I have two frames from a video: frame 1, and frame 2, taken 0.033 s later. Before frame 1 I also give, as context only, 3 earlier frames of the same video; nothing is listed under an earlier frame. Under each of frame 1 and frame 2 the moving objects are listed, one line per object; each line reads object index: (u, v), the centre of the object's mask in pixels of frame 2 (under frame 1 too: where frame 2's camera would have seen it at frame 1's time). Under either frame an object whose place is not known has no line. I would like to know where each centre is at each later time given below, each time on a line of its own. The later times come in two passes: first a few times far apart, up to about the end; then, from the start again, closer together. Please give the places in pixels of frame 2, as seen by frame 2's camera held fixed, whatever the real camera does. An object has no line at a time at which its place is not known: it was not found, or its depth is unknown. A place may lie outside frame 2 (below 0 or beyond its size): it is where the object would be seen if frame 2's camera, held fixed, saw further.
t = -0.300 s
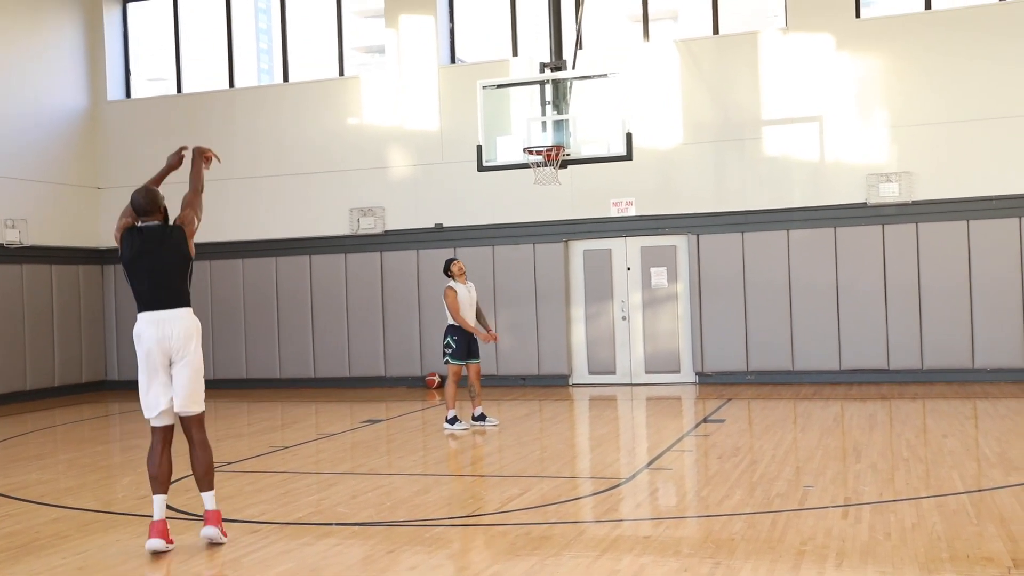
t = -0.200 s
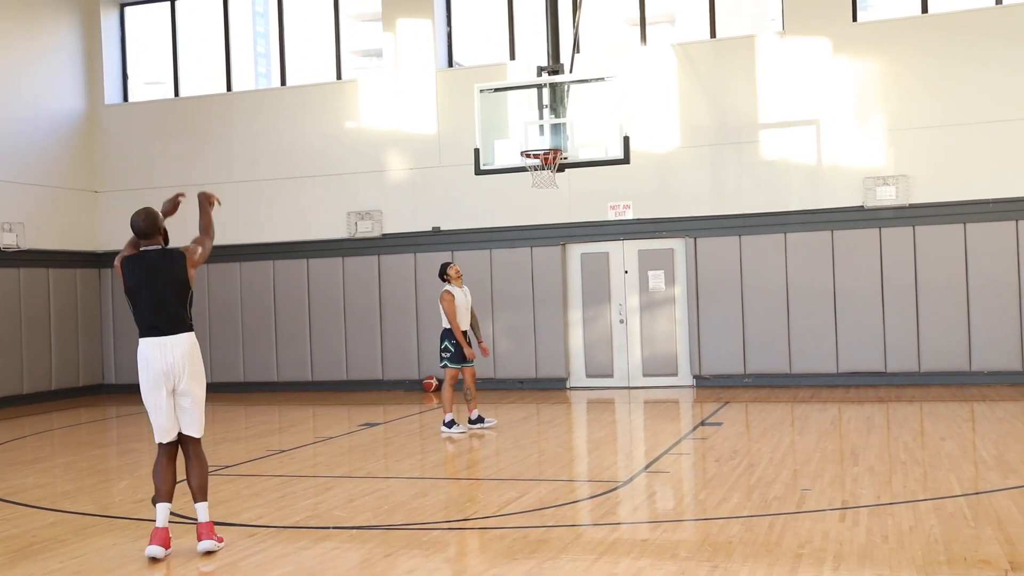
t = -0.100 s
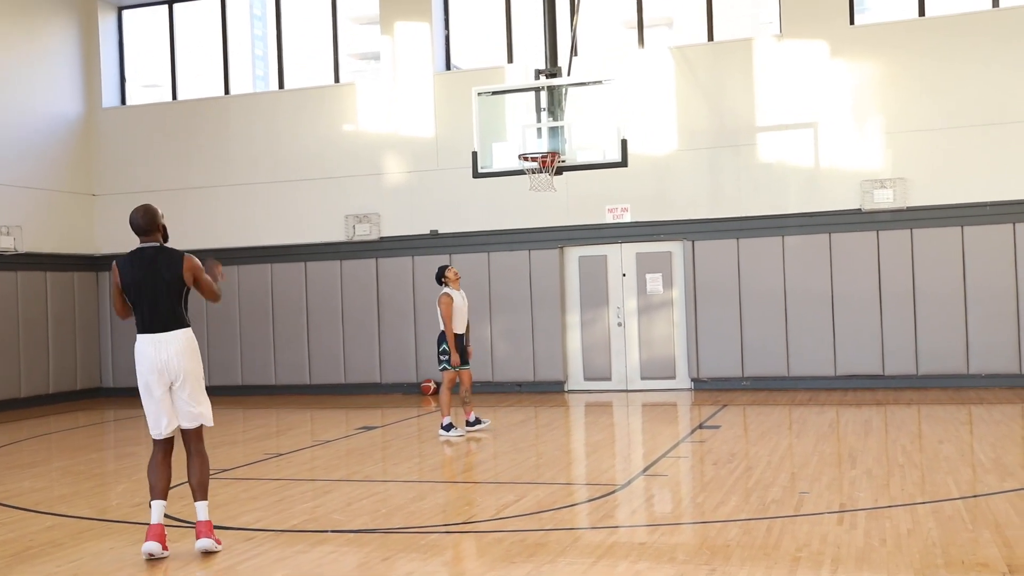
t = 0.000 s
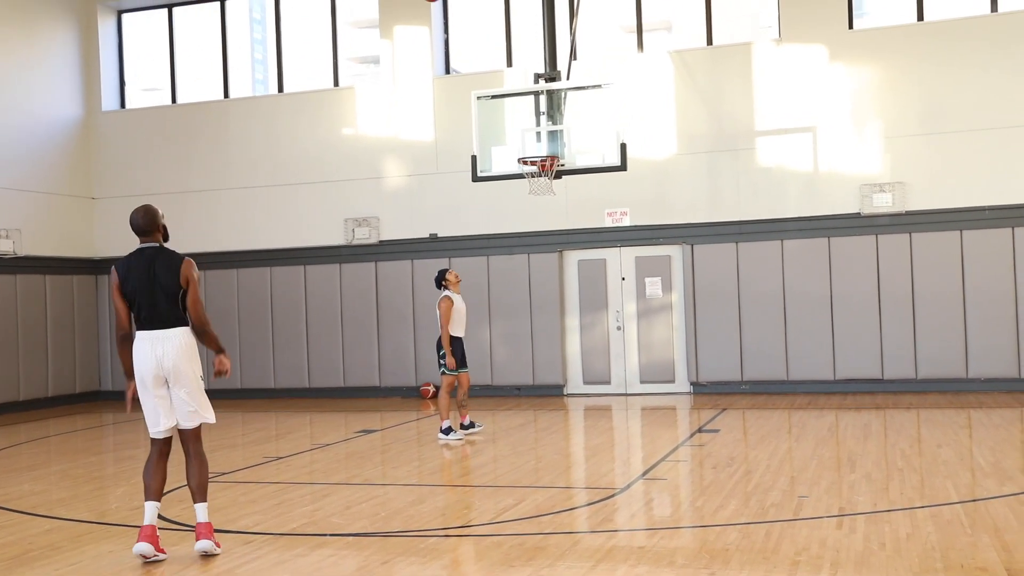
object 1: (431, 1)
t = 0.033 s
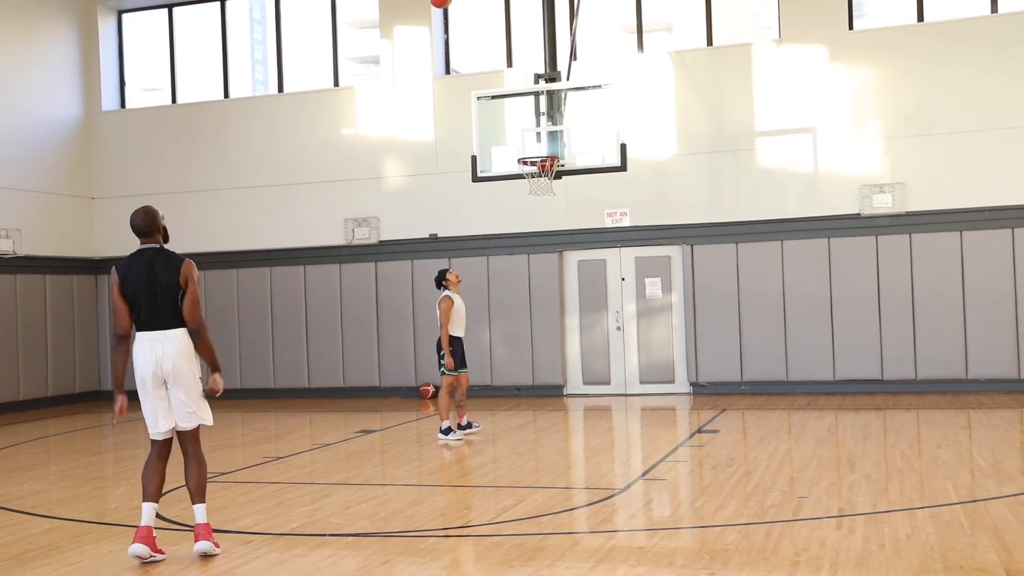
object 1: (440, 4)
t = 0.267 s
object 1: (498, 63)
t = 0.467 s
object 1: (538, 146)
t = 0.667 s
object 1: (519, 175)
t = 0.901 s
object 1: (522, 177)
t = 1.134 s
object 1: (546, 204)
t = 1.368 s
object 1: (571, 271)
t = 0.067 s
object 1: (449, 6)
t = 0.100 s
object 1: (457, 11)
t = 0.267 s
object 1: (498, 63)
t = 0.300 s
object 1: (504, 75)
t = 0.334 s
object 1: (511, 89)
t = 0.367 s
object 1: (518, 102)
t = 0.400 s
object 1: (525, 116)
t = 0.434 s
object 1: (532, 131)
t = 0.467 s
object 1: (538, 146)
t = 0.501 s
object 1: (542, 151)
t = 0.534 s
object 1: (546, 161)
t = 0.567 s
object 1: (542, 166)
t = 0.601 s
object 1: (529, 170)
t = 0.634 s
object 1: (523, 174)
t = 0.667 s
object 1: (519, 175)
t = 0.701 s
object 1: (517, 174)
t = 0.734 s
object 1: (516, 171)
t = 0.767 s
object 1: (517, 170)
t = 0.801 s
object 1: (518, 170)
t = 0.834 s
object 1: (519, 172)
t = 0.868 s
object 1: (521, 174)
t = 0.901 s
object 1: (522, 177)
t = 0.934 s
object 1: (525, 180)
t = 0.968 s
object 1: (528, 182)
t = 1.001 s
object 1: (531, 185)
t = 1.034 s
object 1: (535, 189)
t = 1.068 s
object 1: (539, 193)
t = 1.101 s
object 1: (542, 199)
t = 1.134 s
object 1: (546, 204)
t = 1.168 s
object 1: (549, 211)
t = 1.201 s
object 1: (553, 219)
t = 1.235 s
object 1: (556, 227)
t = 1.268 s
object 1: (560, 237)
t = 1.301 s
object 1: (564, 247)
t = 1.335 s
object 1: (567, 259)
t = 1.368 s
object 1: (571, 271)
